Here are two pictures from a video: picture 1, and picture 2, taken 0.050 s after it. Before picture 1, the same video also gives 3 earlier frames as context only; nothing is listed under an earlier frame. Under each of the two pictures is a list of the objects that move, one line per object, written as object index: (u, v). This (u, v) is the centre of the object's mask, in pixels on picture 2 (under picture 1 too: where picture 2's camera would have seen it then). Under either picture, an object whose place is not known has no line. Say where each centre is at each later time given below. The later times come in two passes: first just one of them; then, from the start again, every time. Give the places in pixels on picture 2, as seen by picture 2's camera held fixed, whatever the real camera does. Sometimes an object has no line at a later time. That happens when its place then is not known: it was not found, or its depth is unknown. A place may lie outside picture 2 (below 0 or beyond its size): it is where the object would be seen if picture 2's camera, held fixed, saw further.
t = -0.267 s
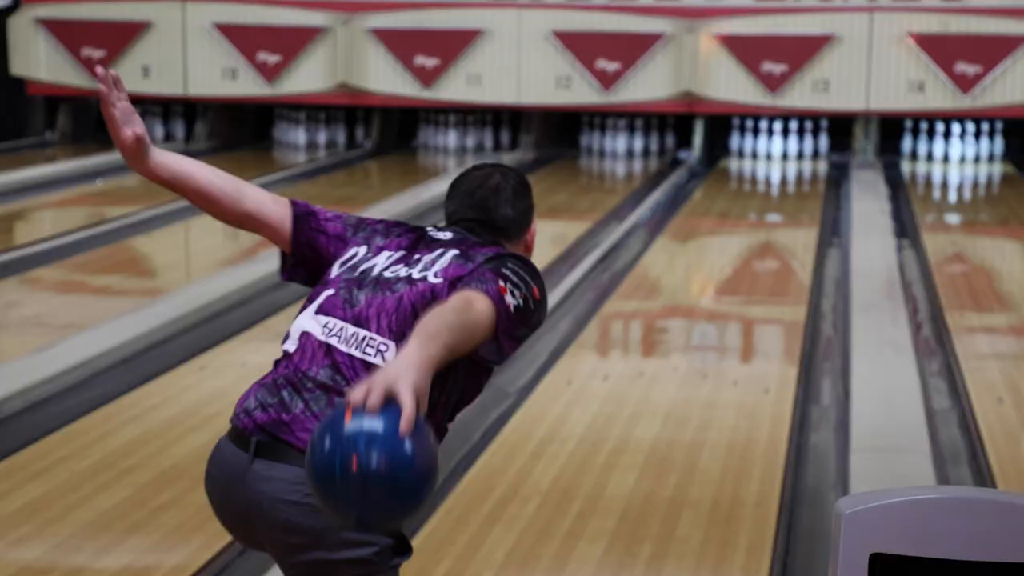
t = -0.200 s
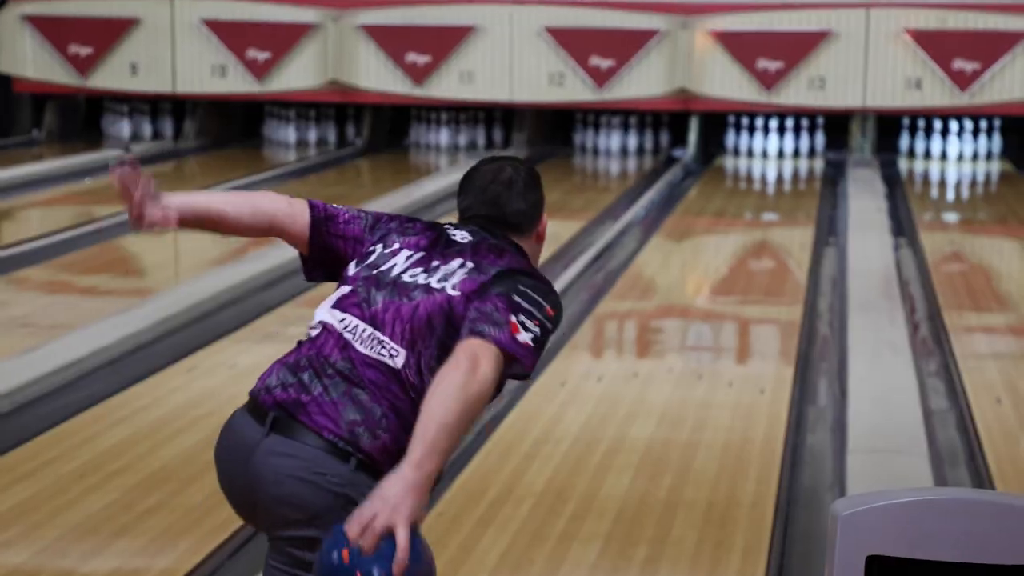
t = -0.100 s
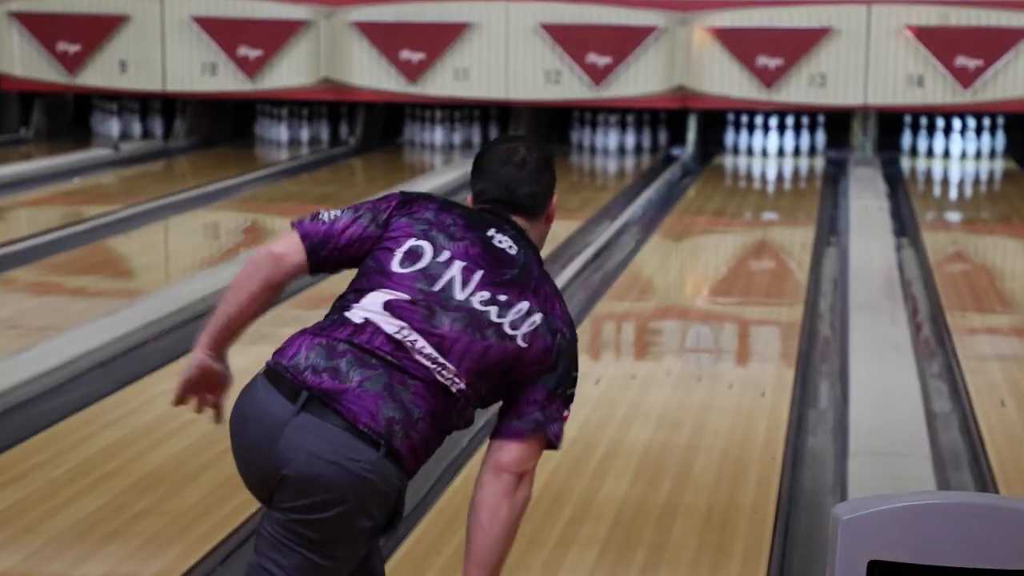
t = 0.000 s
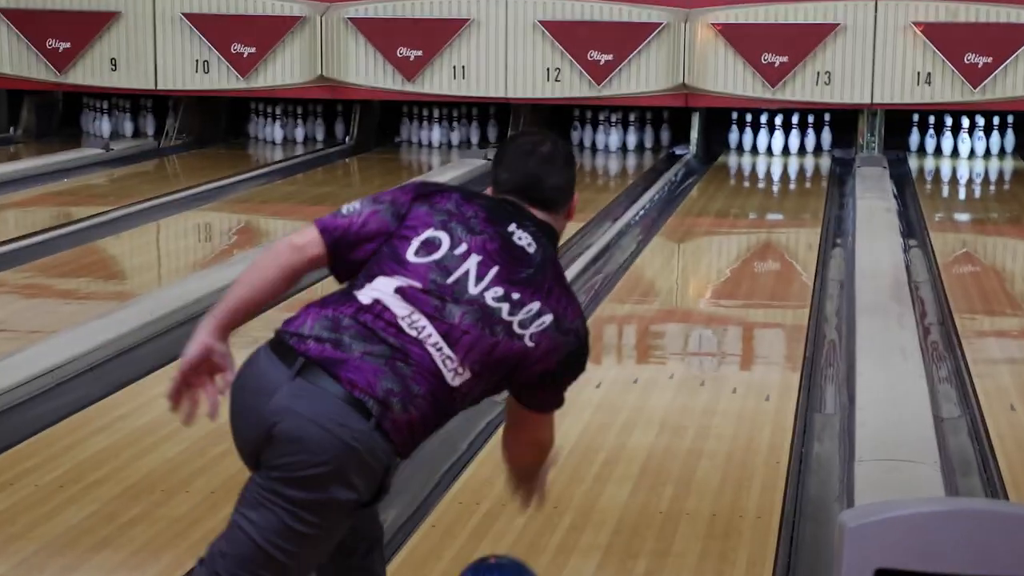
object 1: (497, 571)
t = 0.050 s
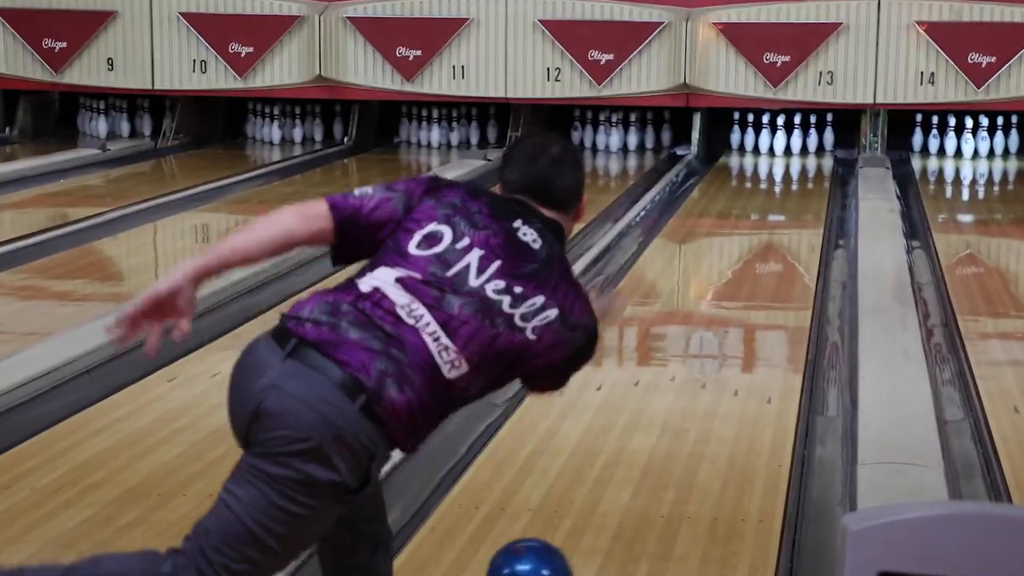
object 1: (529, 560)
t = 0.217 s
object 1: (608, 491)
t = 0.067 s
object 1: (539, 554)
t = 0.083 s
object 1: (547, 554)
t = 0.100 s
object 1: (557, 546)
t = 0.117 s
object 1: (564, 541)
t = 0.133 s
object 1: (573, 533)
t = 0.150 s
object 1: (580, 527)
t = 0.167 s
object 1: (587, 519)
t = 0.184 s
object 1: (594, 510)
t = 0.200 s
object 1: (601, 500)
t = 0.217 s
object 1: (608, 491)
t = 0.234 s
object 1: (613, 482)
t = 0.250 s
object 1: (619, 473)
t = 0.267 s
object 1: (625, 465)
